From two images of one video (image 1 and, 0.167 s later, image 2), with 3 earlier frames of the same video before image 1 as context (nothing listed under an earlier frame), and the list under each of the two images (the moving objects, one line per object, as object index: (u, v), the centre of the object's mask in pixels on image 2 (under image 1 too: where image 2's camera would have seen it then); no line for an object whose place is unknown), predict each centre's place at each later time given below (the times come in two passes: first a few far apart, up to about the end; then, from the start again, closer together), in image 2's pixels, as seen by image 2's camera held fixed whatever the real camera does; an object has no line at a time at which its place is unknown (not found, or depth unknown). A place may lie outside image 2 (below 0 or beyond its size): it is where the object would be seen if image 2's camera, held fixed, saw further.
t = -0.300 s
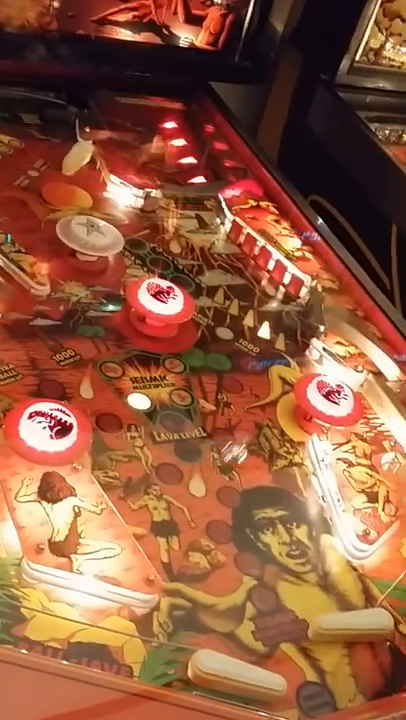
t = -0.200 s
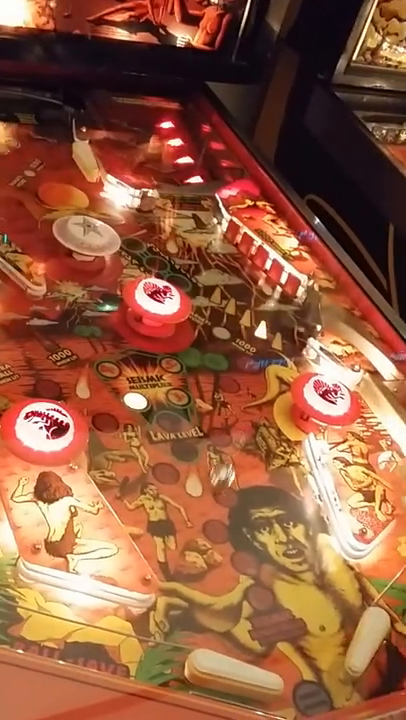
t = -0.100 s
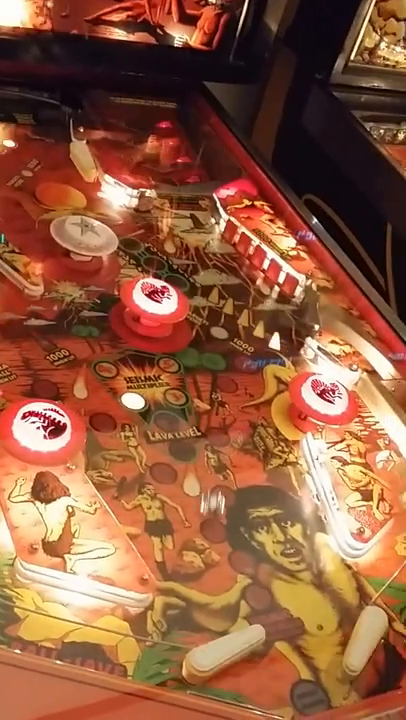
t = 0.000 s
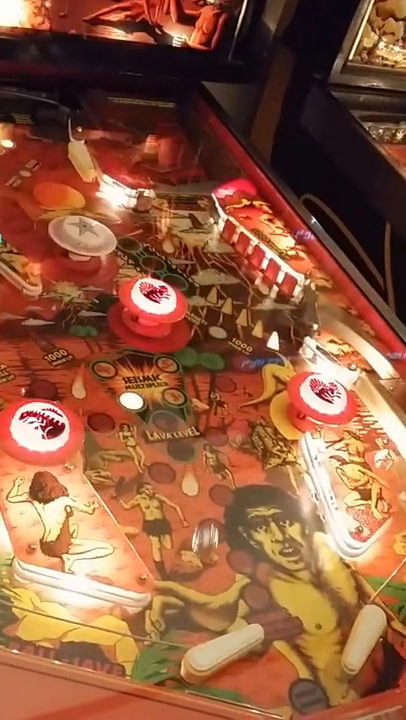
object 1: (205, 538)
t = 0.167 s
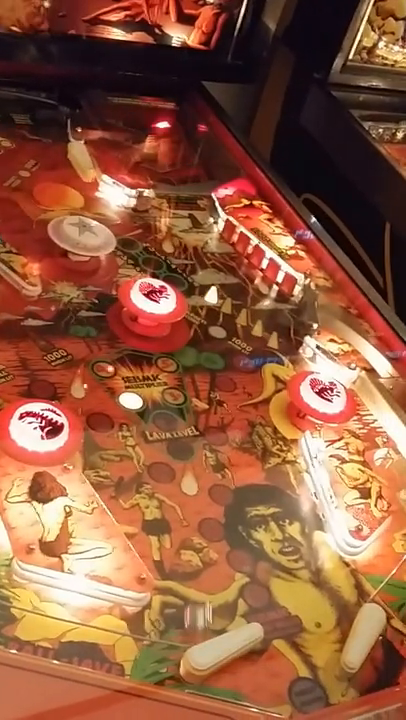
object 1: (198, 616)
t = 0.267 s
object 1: (166, 623)
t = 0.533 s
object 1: (91, 607)
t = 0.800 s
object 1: (42, 595)
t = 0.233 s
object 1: (176, 624)
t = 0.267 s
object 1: (166, 623)
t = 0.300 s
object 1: (152, 622)
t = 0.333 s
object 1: (146, 621)
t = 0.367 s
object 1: (132, 615)
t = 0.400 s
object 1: (124, 616)
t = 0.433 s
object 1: (116, 613)
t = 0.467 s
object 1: (106, 611)
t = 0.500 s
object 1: (99, 608)
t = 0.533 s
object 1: (91, 607)
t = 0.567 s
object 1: (84, 606)
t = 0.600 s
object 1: (77, 604)
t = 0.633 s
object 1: (71, 600)
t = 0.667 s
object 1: (65, 602)
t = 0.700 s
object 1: (59, 599)
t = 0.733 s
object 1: (53, 599)
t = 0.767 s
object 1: (47, 597)
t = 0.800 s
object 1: (42, 595)
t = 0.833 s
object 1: (37, 594)
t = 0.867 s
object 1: (33, 592)
